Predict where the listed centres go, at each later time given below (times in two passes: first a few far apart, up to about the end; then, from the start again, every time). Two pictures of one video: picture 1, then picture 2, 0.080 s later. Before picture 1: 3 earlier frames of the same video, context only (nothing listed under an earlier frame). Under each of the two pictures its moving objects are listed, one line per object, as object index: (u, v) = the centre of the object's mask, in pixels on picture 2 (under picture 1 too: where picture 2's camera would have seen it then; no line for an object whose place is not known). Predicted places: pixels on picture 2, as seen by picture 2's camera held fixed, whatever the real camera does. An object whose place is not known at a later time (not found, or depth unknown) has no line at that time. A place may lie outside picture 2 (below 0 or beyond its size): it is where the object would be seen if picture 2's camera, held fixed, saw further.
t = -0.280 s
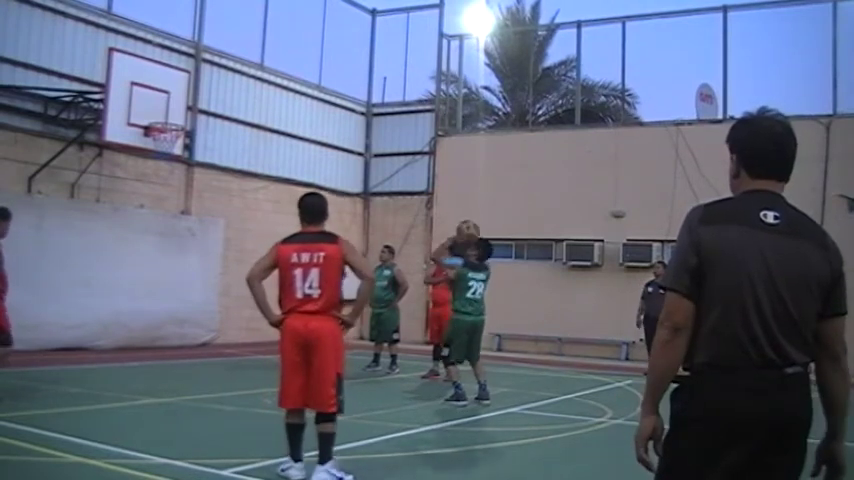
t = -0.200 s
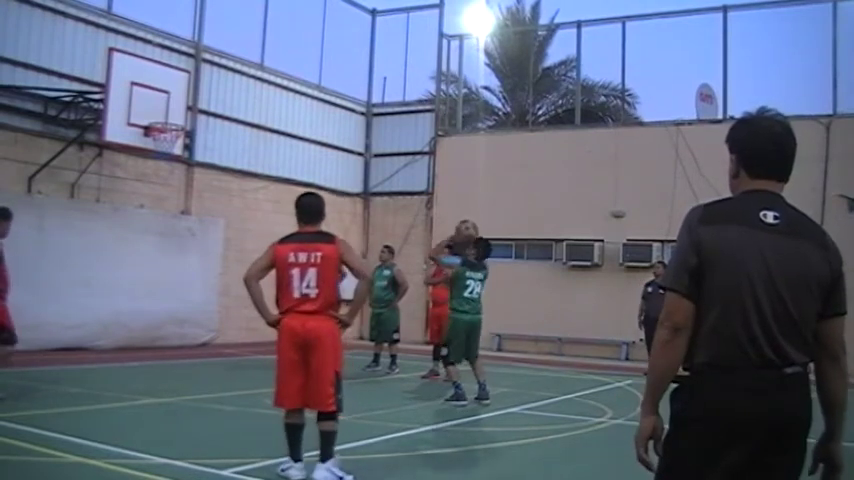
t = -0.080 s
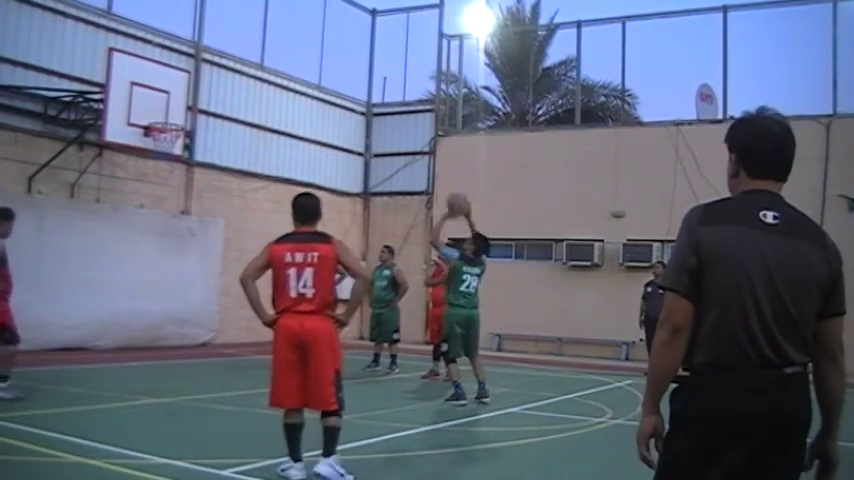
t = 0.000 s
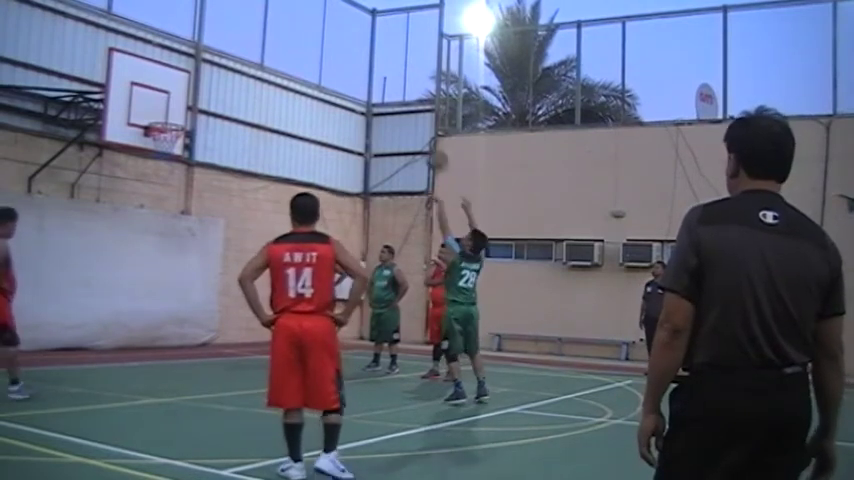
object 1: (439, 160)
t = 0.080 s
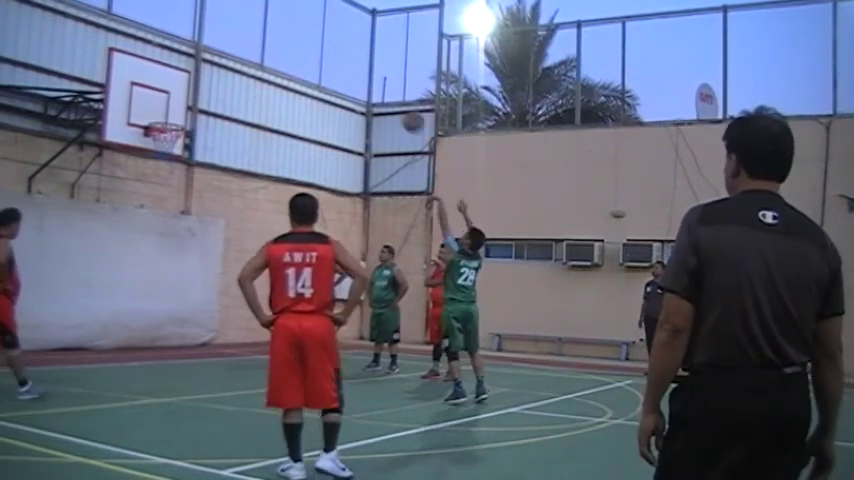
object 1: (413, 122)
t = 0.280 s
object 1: (357, 58)
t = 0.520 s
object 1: (296, 34)
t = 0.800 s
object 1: (230, 64)
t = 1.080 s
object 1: (199, 127)
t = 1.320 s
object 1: (257, 172)
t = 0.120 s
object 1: (402, 104)
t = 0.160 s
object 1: (390, 90)
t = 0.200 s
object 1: (379, 78)
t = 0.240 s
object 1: (368, 68)
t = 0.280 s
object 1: (357, 58)
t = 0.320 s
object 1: (347, 50)
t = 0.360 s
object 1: (336, 44)
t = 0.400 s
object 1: (326, 40)
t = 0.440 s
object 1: (316, 36)
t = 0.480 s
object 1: (306, 35)
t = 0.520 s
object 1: (296, 34)
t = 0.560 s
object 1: (286, 35)
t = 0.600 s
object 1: (276, 37)
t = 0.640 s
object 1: (267, 40)
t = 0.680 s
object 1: (257, 44)
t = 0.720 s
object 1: (248, 50)
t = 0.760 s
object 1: (239, 57)
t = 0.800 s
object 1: (230, 64)
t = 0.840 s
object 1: (219, 74)
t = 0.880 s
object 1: (210, 84)
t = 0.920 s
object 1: (203, 95)
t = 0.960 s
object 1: (193, 107)
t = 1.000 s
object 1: (184, 121)
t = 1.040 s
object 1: (190, 125)
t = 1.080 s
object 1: (199, 127)
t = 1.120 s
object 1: (209, 130)
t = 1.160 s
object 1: (218, 136)
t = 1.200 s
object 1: (228, 142)
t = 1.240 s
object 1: (237, 151)
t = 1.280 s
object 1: (247, 161)
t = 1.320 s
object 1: (257, 172)
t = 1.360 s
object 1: (266, 185)
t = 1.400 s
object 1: (277, 200)
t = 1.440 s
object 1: (287, 216)
